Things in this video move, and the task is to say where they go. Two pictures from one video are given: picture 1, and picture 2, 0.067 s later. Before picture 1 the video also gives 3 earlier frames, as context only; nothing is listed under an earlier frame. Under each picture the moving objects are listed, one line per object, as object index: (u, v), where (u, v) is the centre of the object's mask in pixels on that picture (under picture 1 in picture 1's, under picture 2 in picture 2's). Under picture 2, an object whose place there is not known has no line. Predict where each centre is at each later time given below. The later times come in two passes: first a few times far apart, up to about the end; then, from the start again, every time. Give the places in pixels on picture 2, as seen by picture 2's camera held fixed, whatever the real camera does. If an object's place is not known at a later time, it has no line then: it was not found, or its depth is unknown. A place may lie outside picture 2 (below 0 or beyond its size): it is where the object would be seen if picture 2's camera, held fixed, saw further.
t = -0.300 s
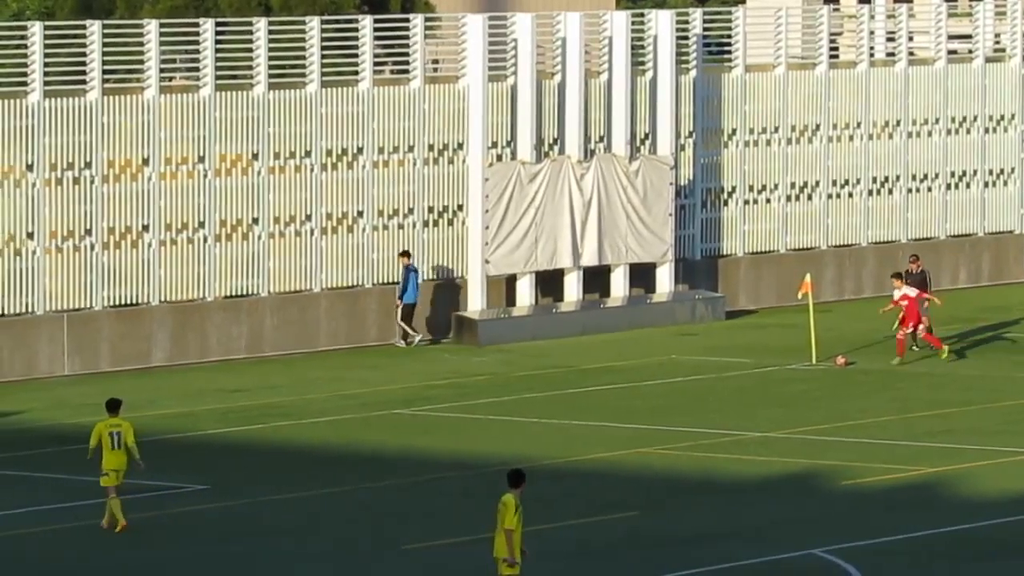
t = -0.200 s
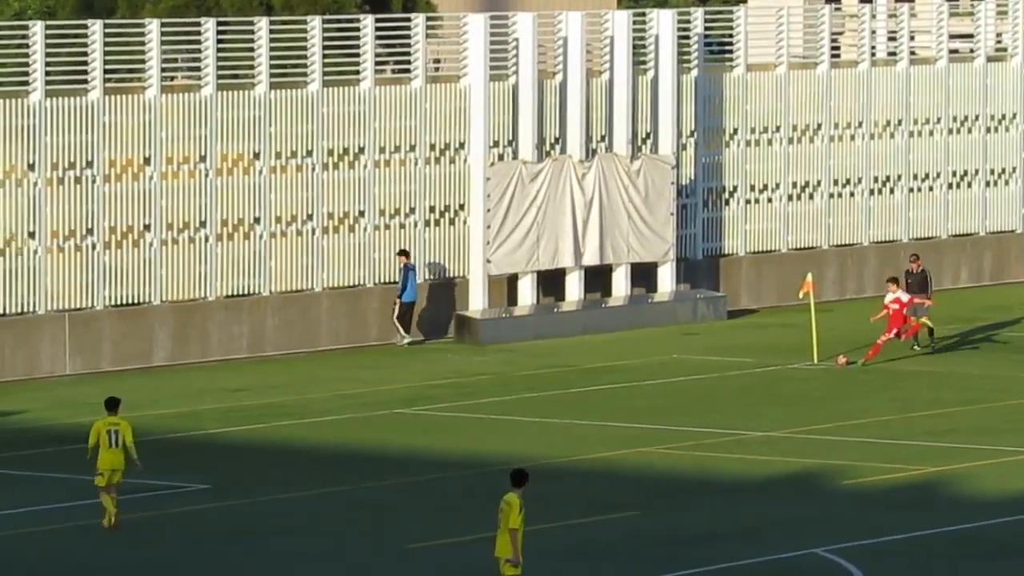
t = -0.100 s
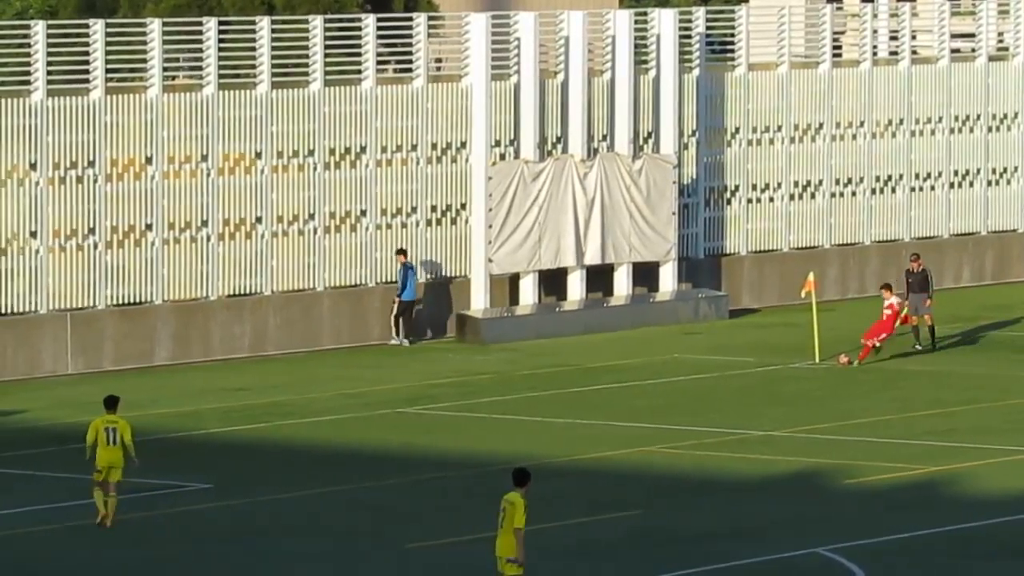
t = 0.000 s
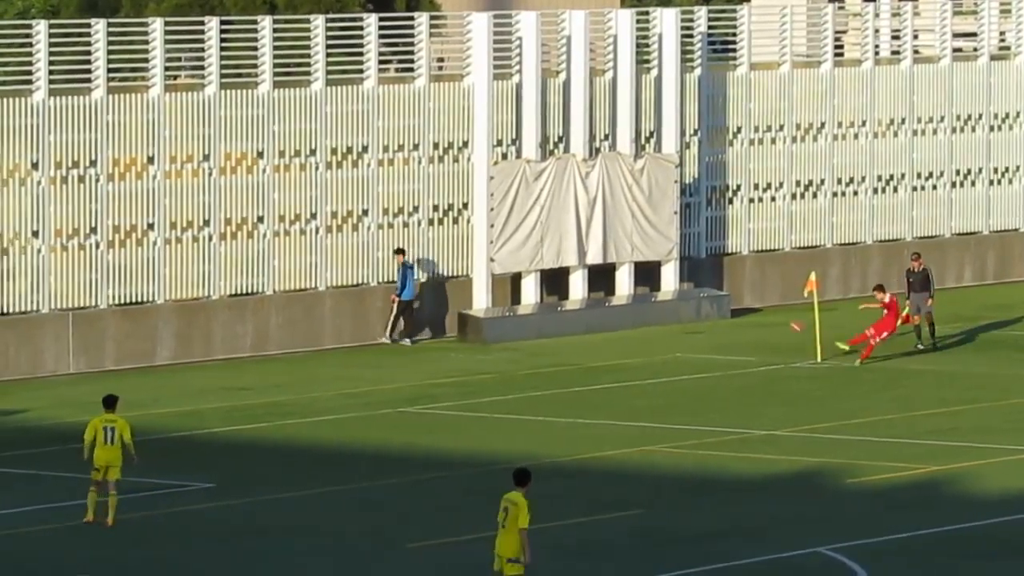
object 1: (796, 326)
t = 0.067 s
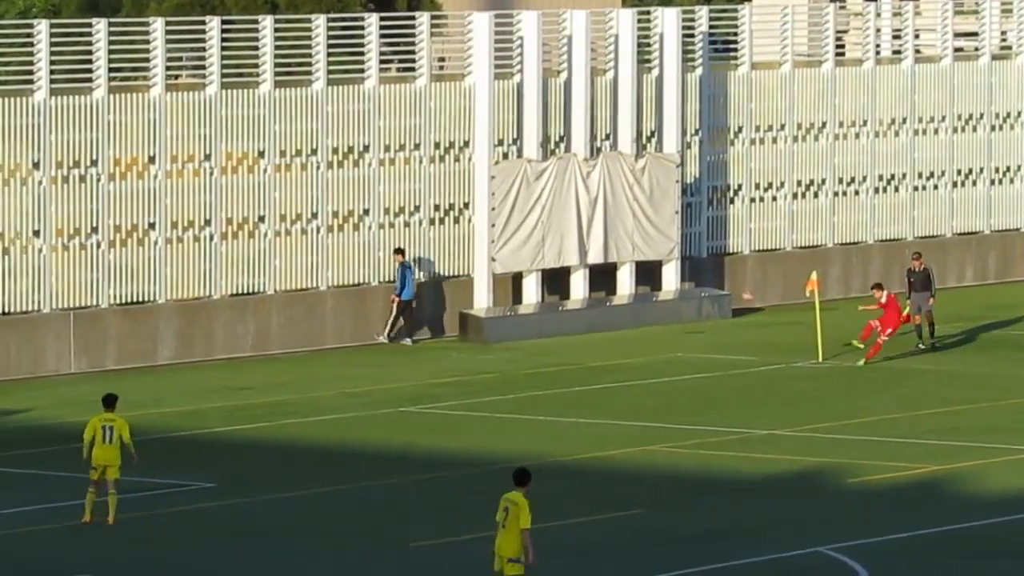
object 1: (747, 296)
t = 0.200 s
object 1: (651, 242)
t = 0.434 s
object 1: (490, 169)
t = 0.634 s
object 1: (357, 132)
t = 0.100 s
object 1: (722, 282)
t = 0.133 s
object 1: (698, 267)
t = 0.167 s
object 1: (674, 253)
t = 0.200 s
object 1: (651, 242)
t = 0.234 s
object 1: (627, 229)
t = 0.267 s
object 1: (604, 217)
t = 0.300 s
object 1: (581, 207)
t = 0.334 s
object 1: (557, 197)
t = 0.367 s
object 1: (534, 188)
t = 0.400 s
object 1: (512, 178)
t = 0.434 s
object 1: (490, 169)
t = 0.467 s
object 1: (467, 161)
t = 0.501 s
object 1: (445, 154)
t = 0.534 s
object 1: (422, 148)
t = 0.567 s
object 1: (401, 142)
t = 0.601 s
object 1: (378, 137)
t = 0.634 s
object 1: (357, 132)
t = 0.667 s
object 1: (335, 128)
